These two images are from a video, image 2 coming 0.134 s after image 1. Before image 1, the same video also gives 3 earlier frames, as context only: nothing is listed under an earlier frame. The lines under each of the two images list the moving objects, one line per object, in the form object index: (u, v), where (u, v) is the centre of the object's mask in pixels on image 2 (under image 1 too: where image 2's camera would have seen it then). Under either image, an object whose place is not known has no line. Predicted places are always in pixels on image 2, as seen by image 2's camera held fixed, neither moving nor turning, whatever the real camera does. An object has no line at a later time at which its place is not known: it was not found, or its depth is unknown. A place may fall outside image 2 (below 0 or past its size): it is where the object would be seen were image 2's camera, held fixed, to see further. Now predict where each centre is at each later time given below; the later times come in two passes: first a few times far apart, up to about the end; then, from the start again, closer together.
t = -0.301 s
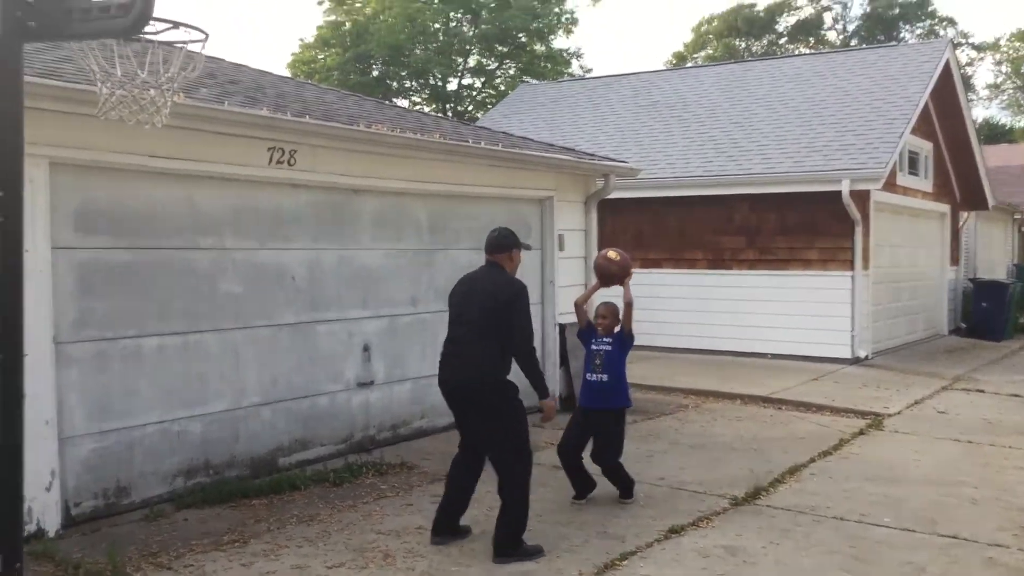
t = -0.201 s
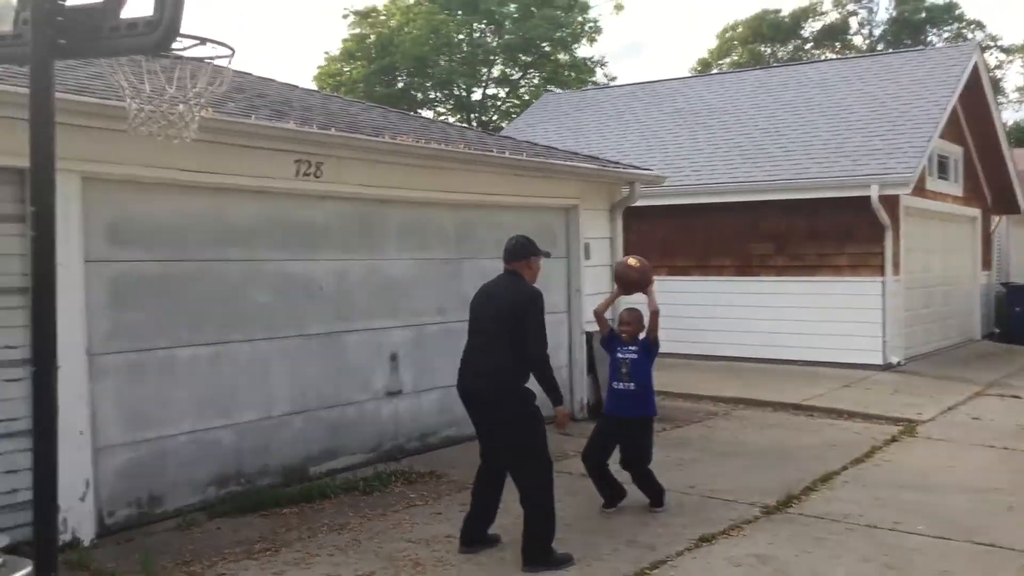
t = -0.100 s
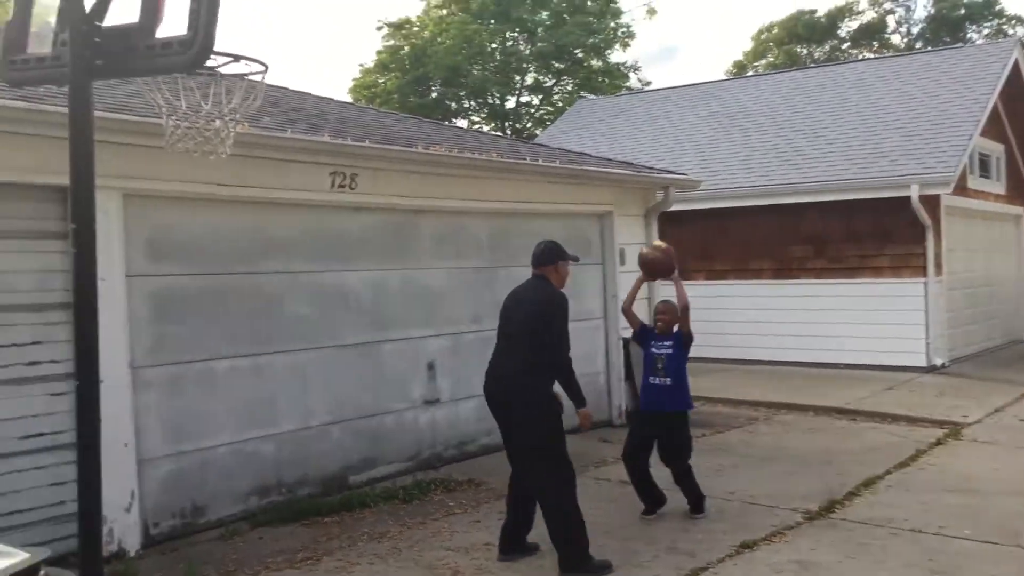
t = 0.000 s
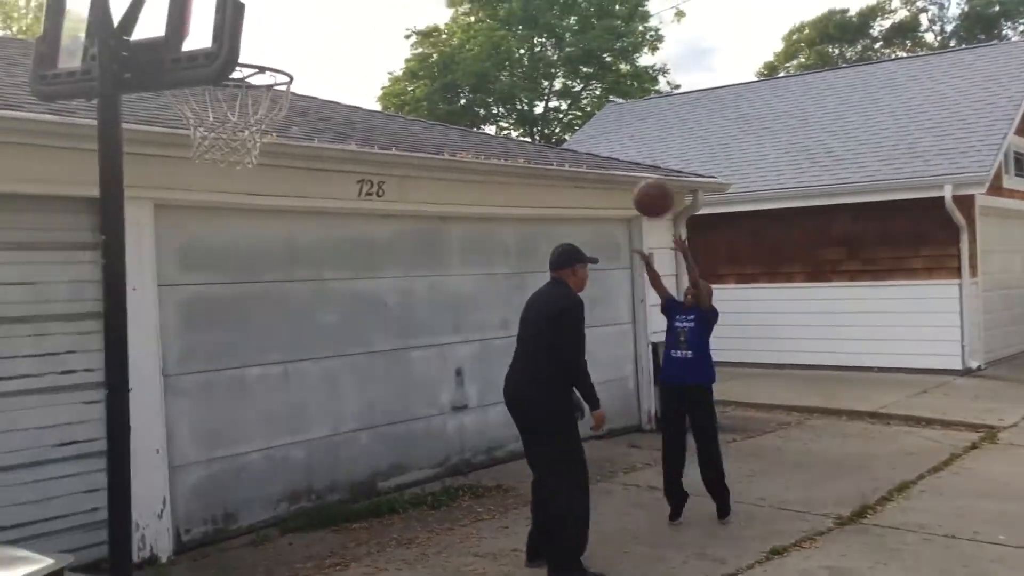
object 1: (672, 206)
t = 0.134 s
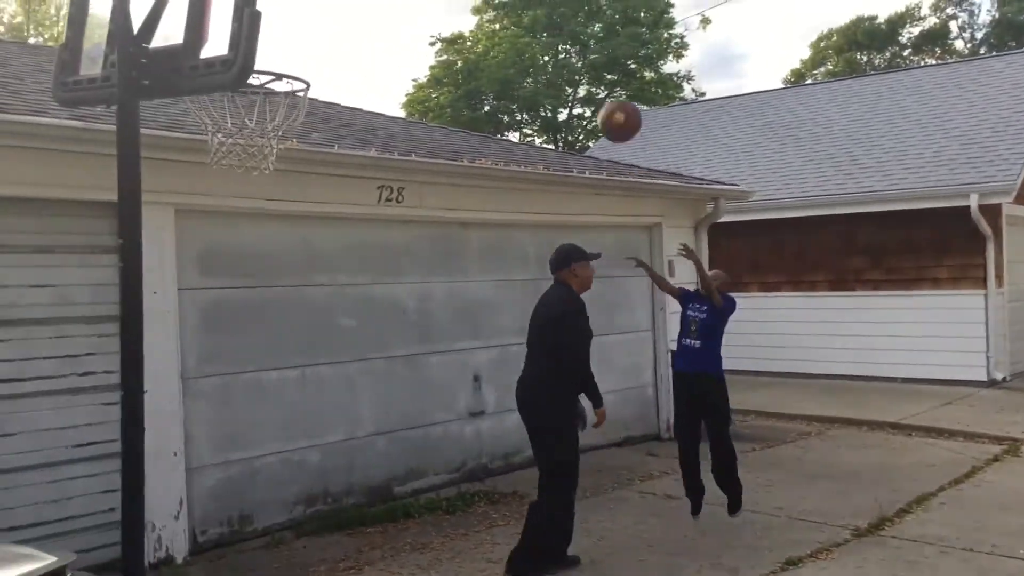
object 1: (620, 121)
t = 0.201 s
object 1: (589, 86)
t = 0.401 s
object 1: (486, 14)
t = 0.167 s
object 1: (605, 103)
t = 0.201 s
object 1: (589, 86)
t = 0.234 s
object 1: (573, 70)
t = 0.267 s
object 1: (557, 55)
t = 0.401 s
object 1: (486, 14)
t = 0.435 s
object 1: (466, 9)
